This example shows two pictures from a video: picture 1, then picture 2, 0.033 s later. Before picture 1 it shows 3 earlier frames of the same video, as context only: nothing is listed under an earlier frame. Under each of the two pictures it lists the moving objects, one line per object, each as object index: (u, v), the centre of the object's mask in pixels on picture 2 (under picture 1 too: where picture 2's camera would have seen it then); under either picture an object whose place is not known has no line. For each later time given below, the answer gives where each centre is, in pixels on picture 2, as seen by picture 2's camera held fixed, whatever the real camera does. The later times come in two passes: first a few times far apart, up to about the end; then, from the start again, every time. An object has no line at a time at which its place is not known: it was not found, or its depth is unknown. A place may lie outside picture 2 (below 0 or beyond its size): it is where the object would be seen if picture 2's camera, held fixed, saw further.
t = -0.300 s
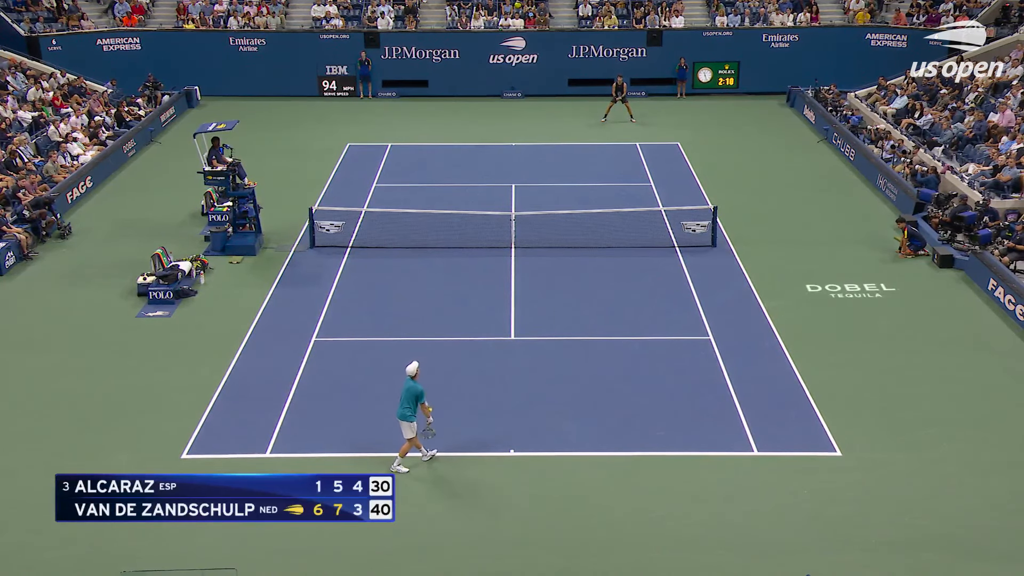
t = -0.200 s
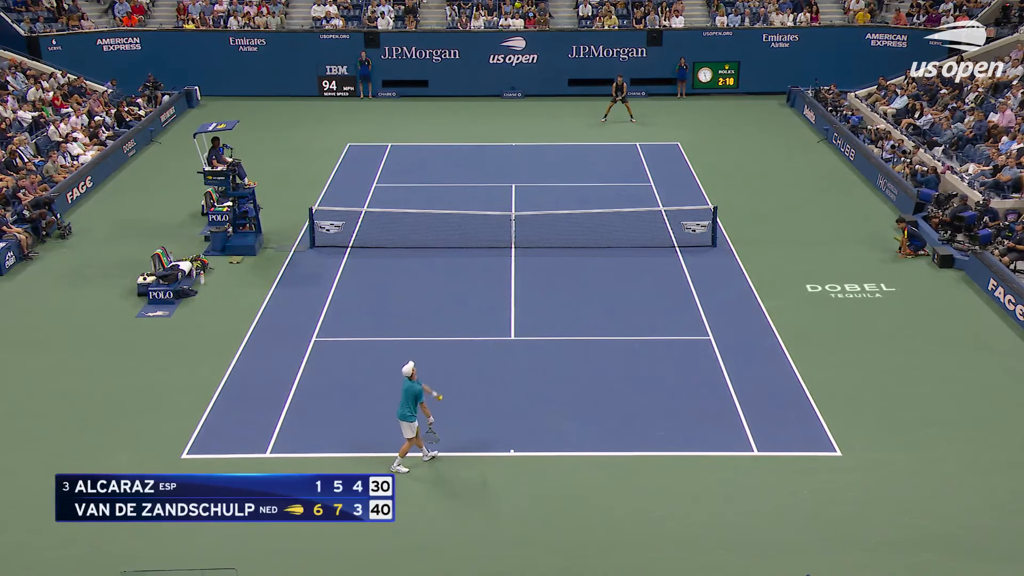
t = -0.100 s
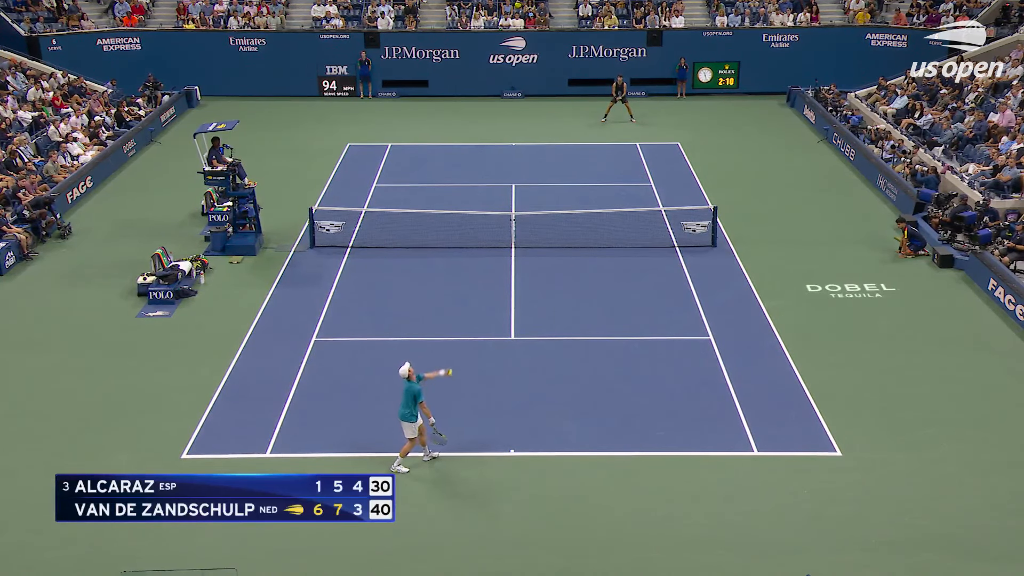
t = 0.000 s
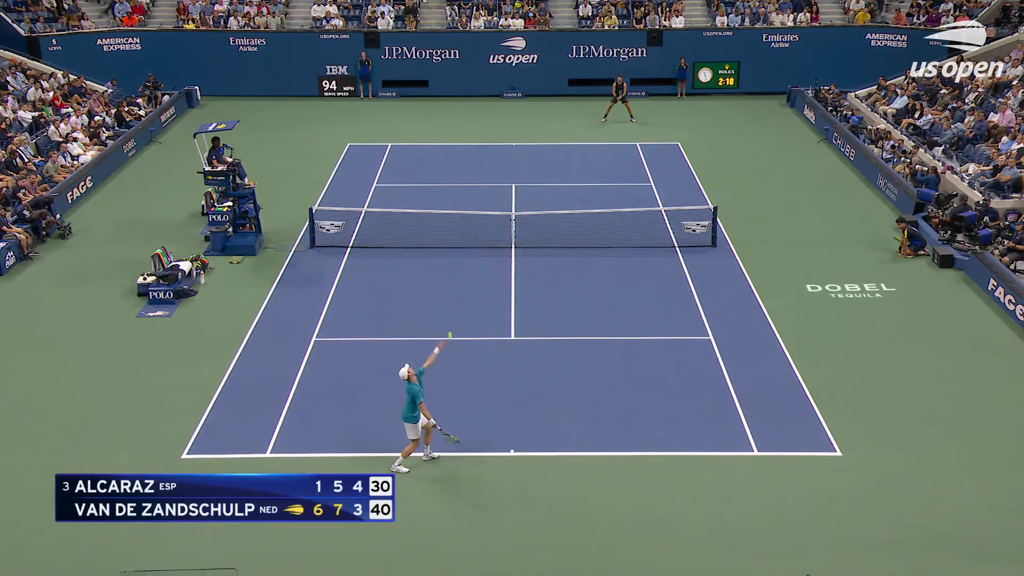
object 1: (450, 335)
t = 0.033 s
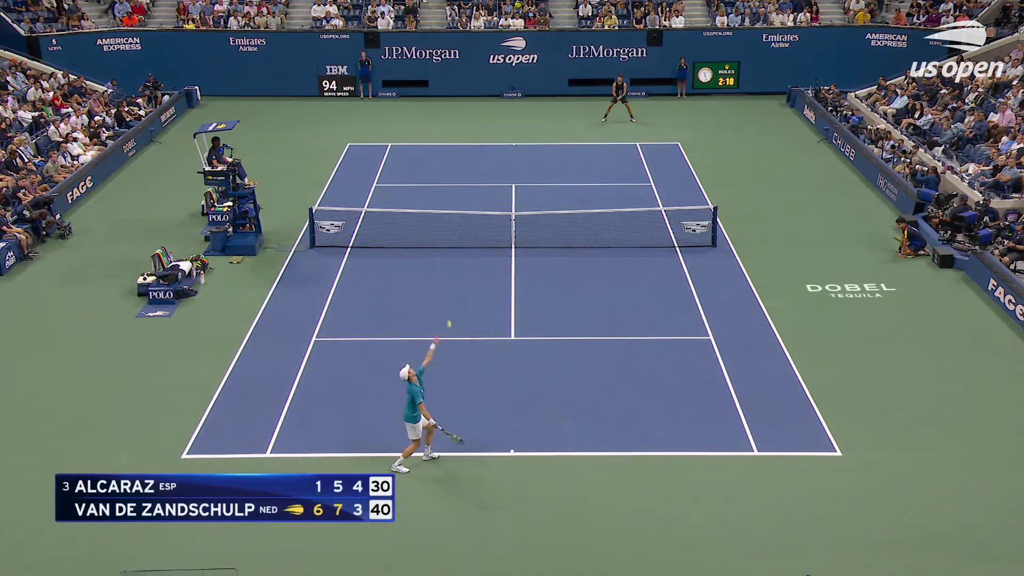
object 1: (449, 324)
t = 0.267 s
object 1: (444, 261)
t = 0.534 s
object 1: (439, 229)
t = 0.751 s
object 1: (436, 233)
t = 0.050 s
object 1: (449, 318)
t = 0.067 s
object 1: (448, 313)
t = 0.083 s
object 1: (448, 308)
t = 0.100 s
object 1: (447, 302)
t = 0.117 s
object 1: (447, 298)
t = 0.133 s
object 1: (447, 293)
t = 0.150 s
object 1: (446, 289)
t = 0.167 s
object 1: (446, 284)
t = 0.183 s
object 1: (446, 280)
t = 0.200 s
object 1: (445, 276)
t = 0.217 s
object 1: (446, 271)
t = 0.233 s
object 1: (445, 268)
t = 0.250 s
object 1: (444, 265)
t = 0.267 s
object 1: (444, 261)
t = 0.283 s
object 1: (444, 258)
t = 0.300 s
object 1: (443, 255)
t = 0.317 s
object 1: (443, 252)
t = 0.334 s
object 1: (442, 250)
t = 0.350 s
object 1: (442, 246)
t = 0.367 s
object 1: (442, 244)
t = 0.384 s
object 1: (442, 242)
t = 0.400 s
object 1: (441, 240)
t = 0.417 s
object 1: (441, 238)
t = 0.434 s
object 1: (441, 236)
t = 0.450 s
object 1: (440, 235)
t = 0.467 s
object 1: (440, 233)
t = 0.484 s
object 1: (440, 232)
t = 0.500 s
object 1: (439, 231)
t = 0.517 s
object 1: (439, 230)
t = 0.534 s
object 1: (439, 229)
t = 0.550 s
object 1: (439, 228)
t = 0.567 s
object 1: (439, 228)
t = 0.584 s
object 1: (438, 228)
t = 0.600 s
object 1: (438, 228)
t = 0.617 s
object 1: (438, 228)
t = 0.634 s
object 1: (438, 228)
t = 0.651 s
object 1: (437, 228)
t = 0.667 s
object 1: (437, 228)
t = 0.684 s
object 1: (437, 229)
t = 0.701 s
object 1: (437, 230)
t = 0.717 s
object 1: (436, 231)
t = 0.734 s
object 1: (436, 232)
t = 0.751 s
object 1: (436, 233)
